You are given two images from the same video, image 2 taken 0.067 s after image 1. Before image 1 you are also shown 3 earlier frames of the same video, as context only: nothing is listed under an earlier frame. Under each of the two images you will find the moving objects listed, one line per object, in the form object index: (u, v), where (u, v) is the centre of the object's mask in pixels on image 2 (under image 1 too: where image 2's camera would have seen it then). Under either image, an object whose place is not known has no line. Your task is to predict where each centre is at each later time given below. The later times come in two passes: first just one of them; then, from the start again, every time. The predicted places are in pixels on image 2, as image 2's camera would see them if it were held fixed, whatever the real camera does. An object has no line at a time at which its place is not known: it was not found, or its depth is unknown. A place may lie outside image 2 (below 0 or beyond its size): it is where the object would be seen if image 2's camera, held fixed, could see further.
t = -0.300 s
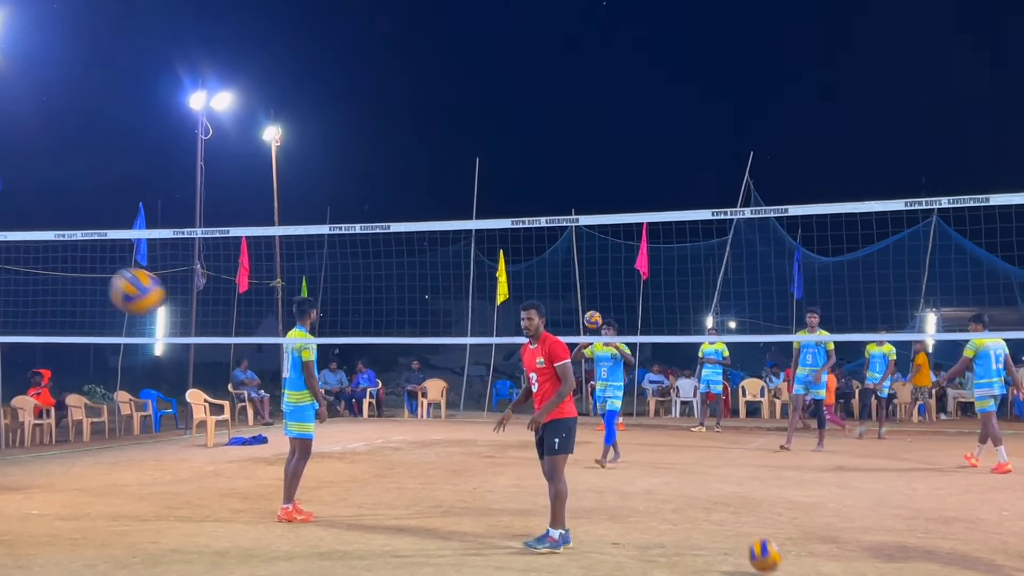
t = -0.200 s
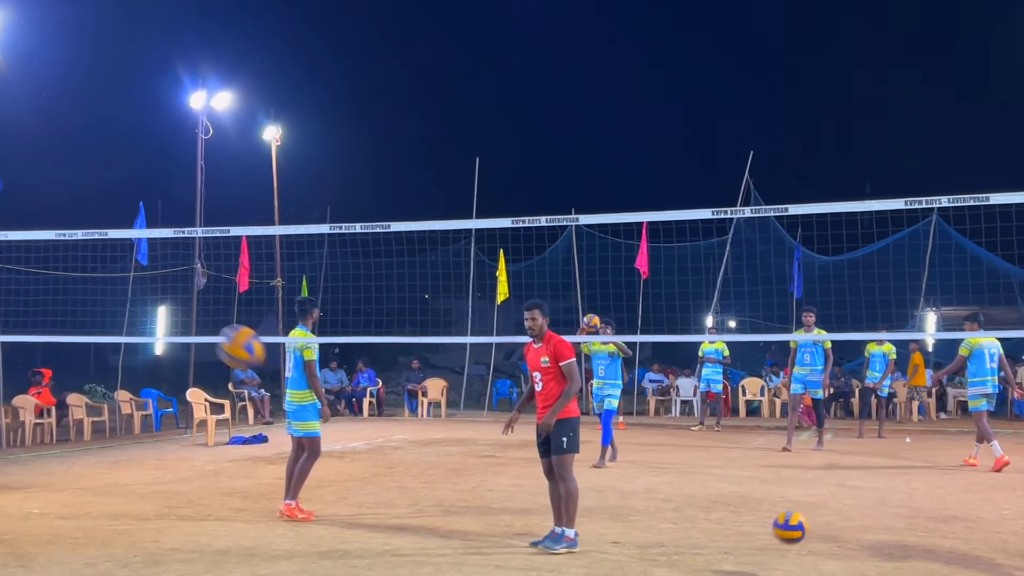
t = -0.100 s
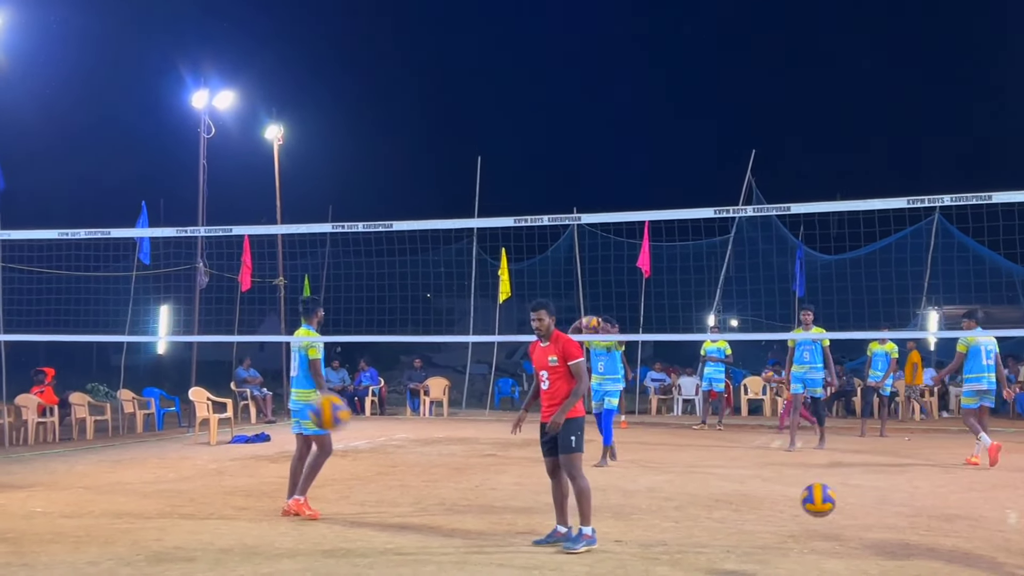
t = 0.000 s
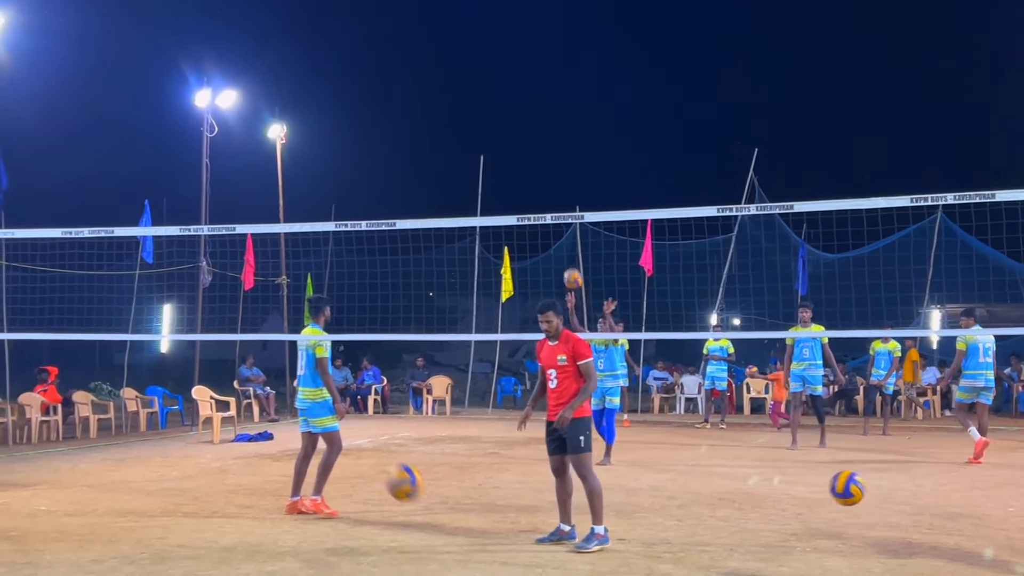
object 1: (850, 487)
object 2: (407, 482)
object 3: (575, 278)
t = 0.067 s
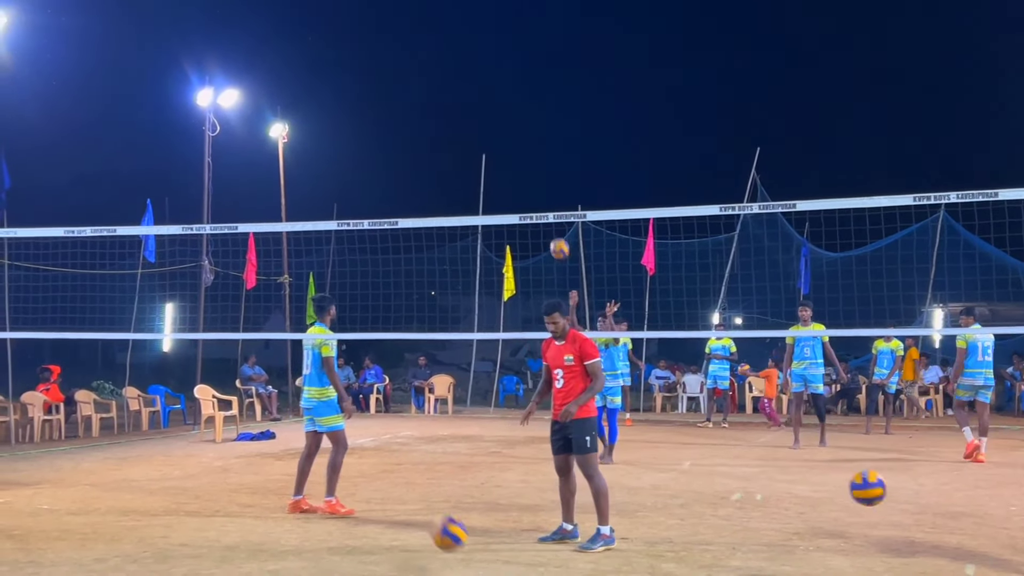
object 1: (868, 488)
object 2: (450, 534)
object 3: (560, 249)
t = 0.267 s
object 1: (926, 540)
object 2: (512, 453)
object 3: (511, 181)
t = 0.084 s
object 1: (873, 490)
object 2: (459, 547)
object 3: (556, 242)
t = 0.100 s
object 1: (878, 491)
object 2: (469, 561)
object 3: (552, 235)
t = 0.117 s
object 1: (882, 494)
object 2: (475, 556)
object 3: (548, 230)
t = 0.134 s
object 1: (887, 497)
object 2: (479, 543)
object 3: (544, 227)
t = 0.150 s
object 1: (892, 501)
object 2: (483, 531)
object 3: (539, 211)
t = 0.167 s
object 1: (897, 505)
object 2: (488, 517)
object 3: (535, 208)
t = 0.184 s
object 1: (902, 509)
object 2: (491, 505)
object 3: (532, 204)
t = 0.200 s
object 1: (906, 514)
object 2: (496, 493)
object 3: (527, 200)
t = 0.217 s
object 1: (911, 520)
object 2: (500, 482)
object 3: (523, 195)
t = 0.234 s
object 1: (916, 526)
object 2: (504, 472)
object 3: (519, 190)
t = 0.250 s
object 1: (920, 532)
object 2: (507, 463)
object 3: (515, 185)
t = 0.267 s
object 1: (926, 540)
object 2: (512, 453)
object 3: (511, 181)
